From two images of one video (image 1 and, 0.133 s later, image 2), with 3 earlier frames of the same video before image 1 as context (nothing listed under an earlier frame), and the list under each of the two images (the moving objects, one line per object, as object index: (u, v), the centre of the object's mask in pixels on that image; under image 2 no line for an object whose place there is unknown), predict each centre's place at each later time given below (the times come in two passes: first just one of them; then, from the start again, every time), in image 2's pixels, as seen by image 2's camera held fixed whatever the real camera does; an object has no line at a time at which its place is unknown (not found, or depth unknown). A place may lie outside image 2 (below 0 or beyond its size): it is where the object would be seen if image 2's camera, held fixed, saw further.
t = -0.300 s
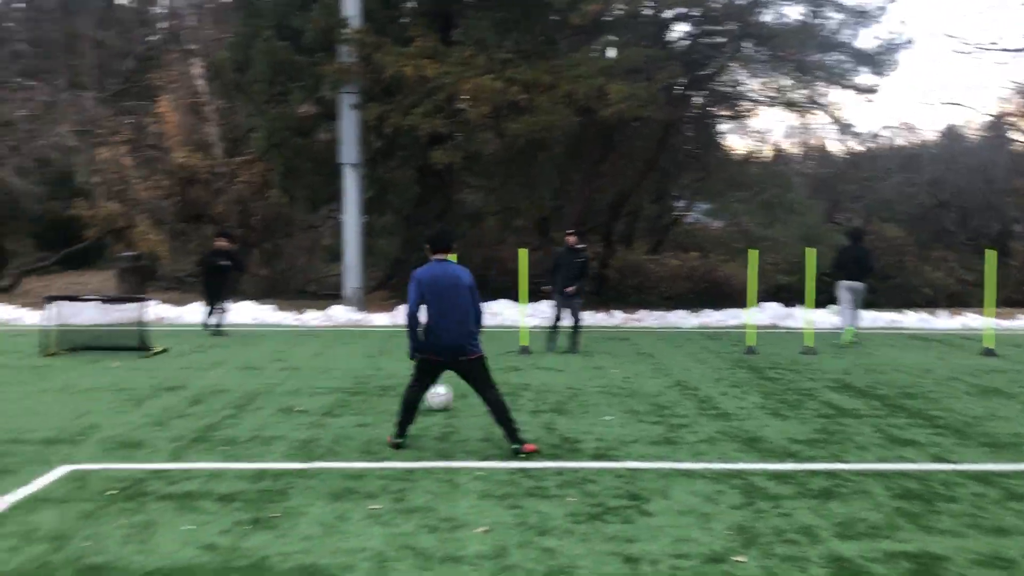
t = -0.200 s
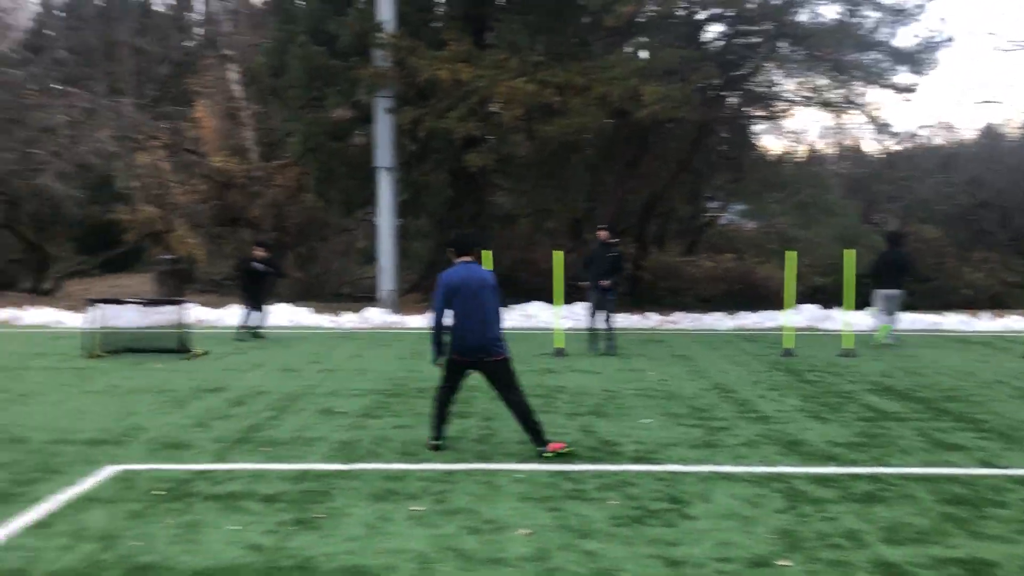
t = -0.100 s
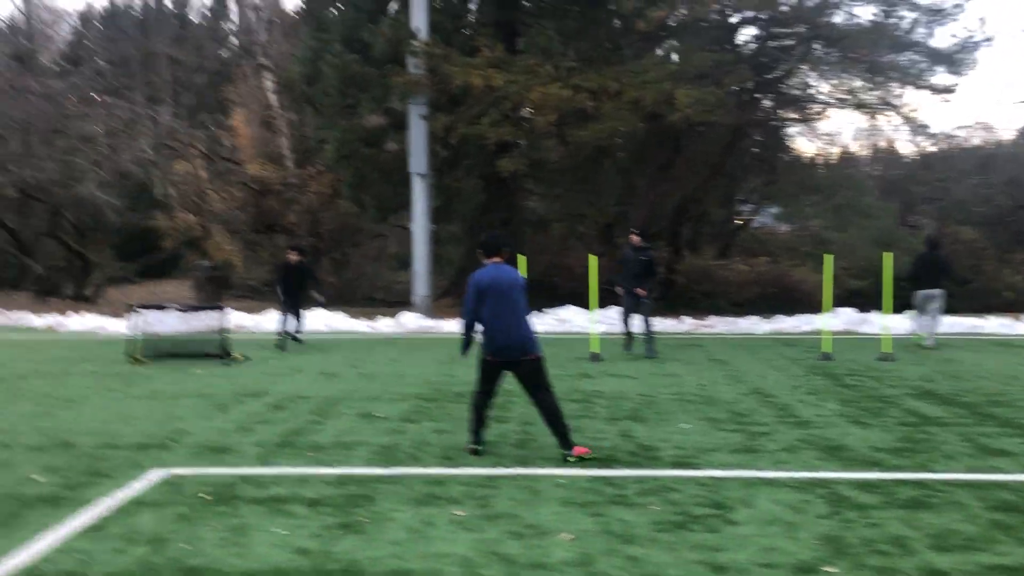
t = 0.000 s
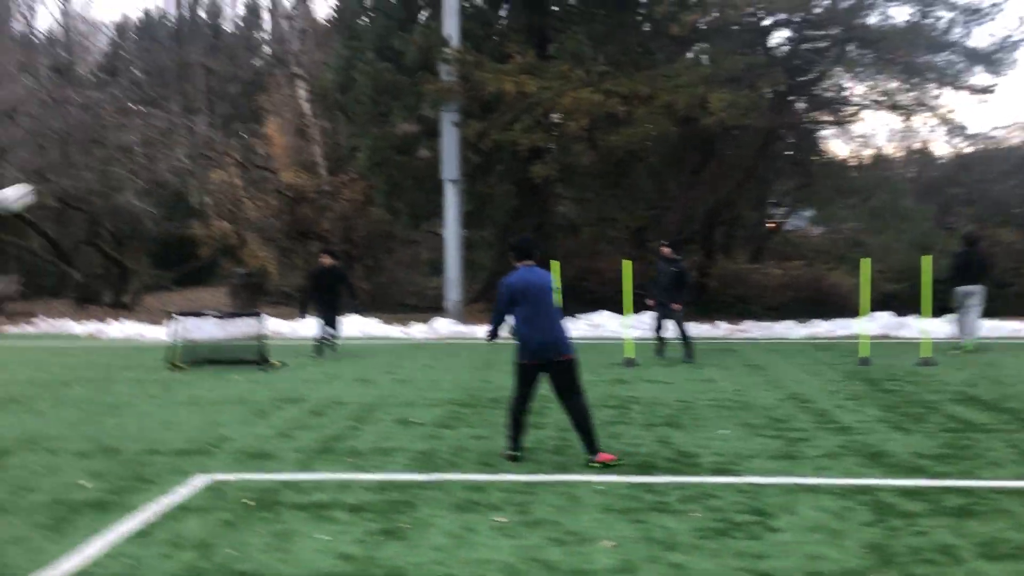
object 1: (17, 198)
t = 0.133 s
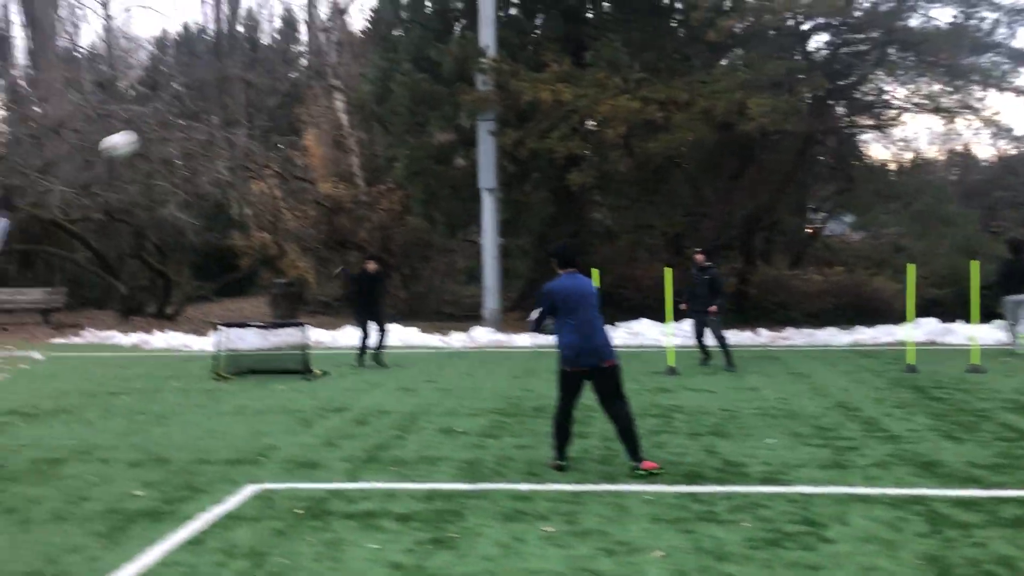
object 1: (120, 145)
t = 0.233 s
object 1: (160, 113)
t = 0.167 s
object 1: (133, 132)
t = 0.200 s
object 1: (146, 121)
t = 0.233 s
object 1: (160, 113)
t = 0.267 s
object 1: (173, 104)
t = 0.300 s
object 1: (184, 98)
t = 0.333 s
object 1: (196, 93)
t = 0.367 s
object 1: (206, 90)
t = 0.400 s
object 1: (217, 87)
